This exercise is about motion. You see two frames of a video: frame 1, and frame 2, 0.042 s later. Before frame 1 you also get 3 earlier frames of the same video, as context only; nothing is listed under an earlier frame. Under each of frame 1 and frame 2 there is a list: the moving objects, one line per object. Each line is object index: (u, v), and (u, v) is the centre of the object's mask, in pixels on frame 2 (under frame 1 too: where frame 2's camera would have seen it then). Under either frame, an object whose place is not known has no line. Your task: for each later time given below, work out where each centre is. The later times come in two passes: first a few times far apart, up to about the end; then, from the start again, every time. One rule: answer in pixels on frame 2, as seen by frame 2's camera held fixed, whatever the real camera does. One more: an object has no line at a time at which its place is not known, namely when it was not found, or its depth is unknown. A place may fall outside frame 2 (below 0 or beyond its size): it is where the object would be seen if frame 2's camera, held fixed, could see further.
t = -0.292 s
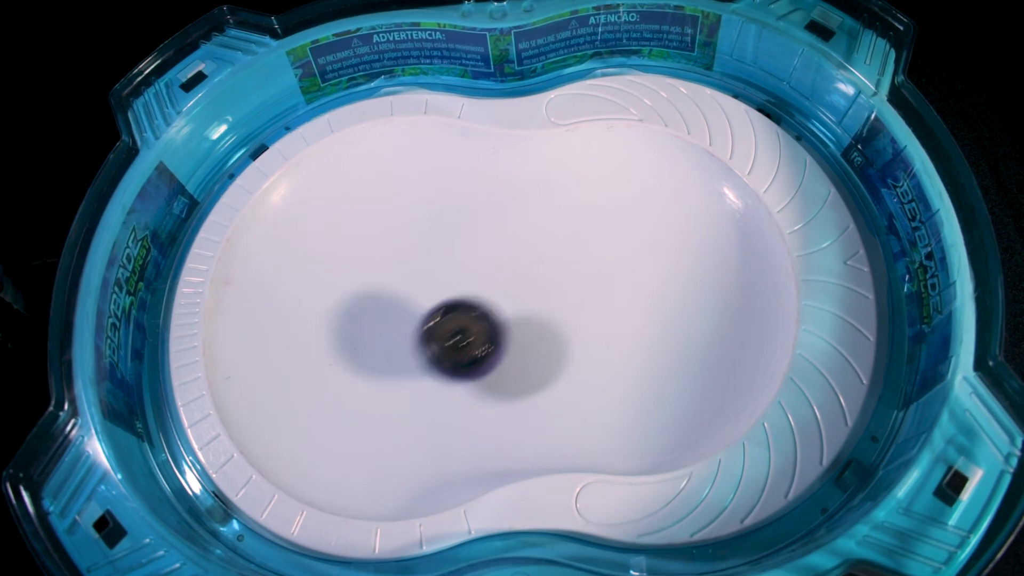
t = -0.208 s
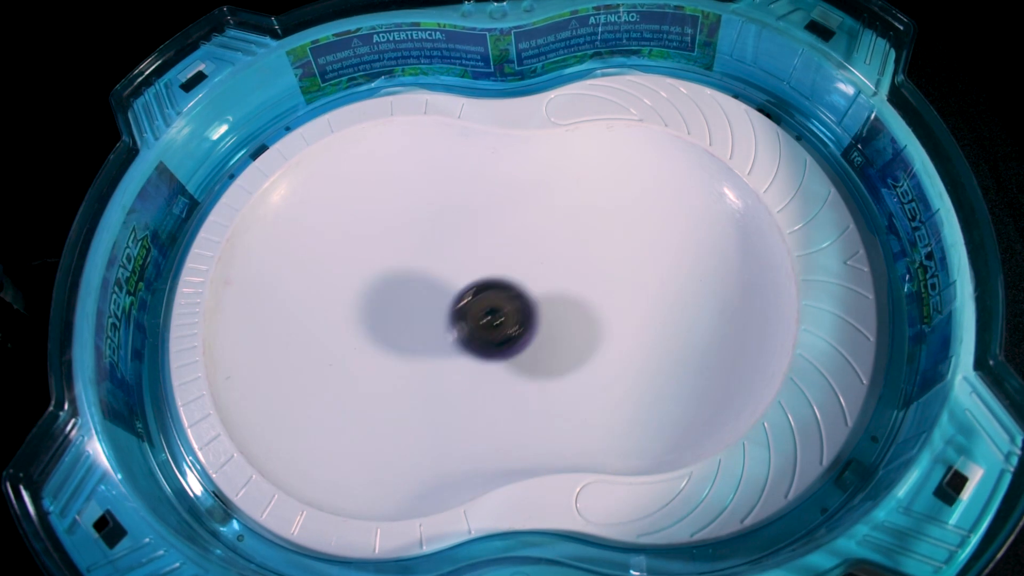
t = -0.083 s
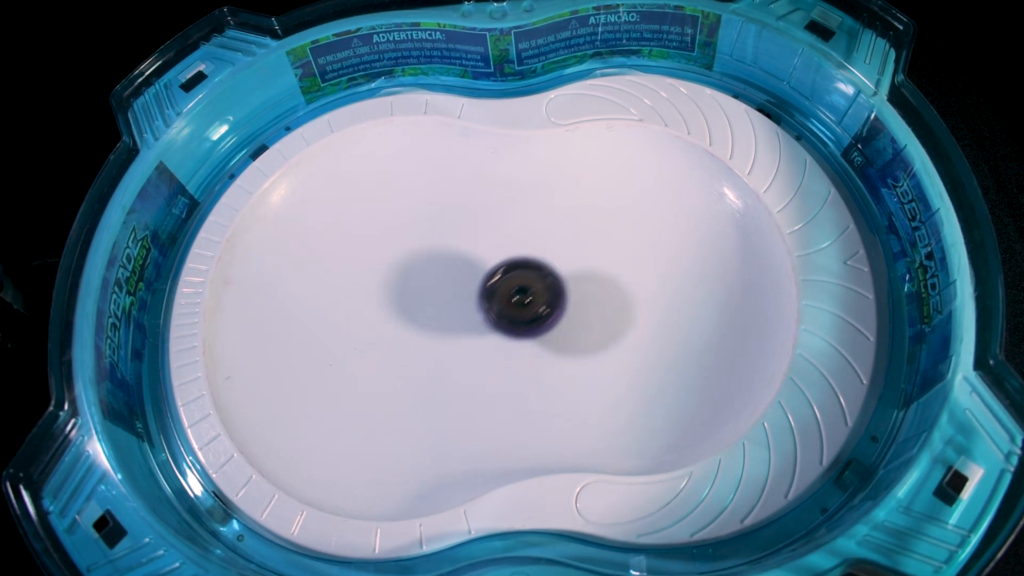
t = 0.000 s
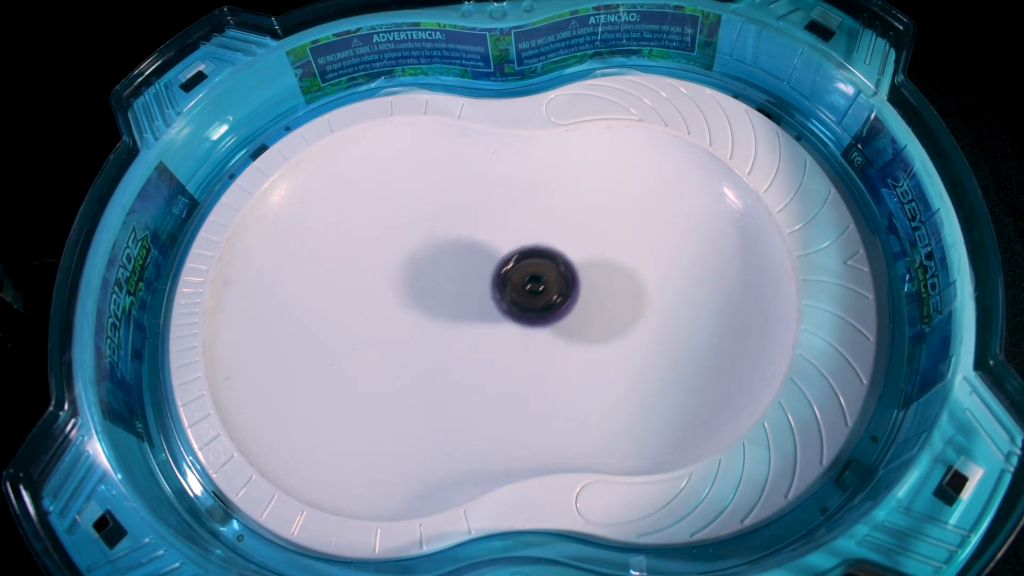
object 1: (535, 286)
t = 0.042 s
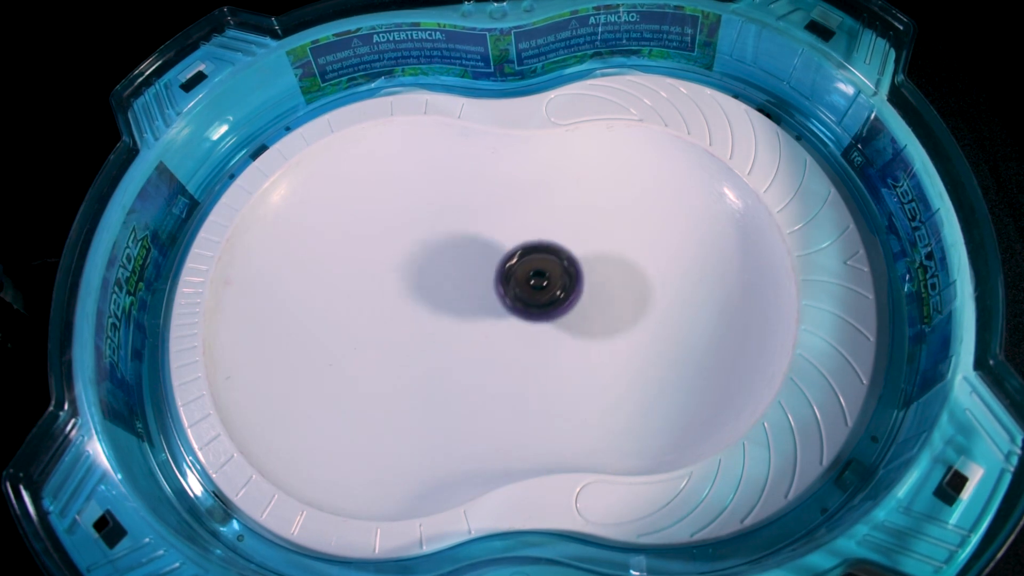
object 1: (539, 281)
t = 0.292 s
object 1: (550, 263)
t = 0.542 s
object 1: (543, 260)
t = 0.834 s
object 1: (528, 272)
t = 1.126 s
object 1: (515, 286)
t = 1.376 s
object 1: (505, 294)
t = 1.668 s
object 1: (488, 298)
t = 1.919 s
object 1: (454, 282)
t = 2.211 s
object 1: (384, 268)
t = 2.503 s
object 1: (352, 305)
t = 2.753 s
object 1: (372, 322)
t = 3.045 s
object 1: (402, 302)
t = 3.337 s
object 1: (403, 268)
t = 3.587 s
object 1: (393, 261)
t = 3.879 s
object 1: (391, 278)
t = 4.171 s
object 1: (403, 292)
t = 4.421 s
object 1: (412, 291)
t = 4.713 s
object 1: (401, 293)
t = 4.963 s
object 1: (394, 302)
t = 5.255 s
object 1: (391, 309)
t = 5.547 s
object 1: (394, 303)
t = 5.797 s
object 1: (394, 290)
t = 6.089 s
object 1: (386, 284)
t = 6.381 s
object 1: (393, 286)
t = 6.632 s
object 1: (398, 282)
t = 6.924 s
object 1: (396, 285)
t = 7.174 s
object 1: (399, 294)
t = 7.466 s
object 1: (403, 293)
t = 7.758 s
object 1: (395, 294)
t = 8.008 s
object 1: (392, 299)
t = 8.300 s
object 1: (395, 294)
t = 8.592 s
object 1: (391, 285)
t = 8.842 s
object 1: (390, 288)
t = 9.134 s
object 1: (398, 287)
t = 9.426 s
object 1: (397, 286)
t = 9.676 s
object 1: (397, 292)
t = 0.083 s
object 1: (542, 276)
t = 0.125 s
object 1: (545, 273)
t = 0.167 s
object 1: (547, 269)
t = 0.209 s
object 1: (548, 267)
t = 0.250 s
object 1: (549, 265)
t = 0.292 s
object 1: (550, 263)
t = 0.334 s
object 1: (550, 261)
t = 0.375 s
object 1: (549, 260)
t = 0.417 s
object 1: (548, 259)
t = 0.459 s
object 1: (547, 259)
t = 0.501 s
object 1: (546, 260)
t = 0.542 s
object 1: (543, 260)
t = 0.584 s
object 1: (541, 261)
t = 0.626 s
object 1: (539, 262)
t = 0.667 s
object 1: (536, 264)
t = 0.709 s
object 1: (534, 266)
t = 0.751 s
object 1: (532, 268)
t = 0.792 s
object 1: (530, 270)
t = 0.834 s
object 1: (528, 272)
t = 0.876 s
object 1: (527, 274)
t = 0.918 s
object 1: (525, 276)
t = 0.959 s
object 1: (523, 277)
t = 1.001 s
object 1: (521, 279)
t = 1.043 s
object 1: (519, 282)
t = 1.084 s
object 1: (517, 284)
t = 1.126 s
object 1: (515, 286)
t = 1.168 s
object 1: (514, 288)
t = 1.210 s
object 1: (512, 289)
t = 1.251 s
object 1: (510, 291)
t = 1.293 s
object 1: (509, 292)
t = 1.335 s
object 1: (507, 293)
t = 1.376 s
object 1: (505, 294)
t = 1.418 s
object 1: (503, 296)
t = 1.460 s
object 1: (501, 296)
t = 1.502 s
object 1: (499, 298)
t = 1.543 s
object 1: (497, 299)
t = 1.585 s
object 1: (495, 300)
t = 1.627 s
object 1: (492, 300)
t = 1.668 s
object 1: (488, 298)
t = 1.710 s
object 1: (484, 295)
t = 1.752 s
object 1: (479, 293)
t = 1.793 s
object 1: (474, 290)
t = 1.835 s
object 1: (468, 288)
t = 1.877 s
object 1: (461, 285)
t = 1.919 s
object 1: (454, 282)
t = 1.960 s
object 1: (446, 280)
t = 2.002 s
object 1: (436, 276)
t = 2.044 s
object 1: (426, 273)
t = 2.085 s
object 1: (415, 270)
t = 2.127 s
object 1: (404, 268)
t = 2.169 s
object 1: (394, 267)
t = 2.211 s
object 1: (384, 268)
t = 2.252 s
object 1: (375, 271)
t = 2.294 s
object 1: (368, 275)
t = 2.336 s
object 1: (361, 281)
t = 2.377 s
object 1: (356, 286)
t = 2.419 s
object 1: (353, 293)
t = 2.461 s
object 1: (352, 299)
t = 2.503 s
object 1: (352, 305)
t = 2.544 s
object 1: (353, 311)
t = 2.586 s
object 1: (356, 315)
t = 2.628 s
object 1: (359, 318)
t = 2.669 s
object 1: (363, 321)
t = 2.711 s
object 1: (368, 322)
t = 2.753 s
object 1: (372, 322)
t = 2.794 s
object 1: (377, 322)
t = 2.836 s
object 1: (382, 321)
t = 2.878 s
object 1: (387, 319)
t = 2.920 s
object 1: (391, 316)
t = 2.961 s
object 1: (395, 312)
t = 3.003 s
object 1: (398, 307)
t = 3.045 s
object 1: (402, 302)
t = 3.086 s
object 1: (405, 297)
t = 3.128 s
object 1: (407, 291)
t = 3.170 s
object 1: (408, 285)
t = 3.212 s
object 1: (408, 280)
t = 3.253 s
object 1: (407, 276)
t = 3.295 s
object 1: (405, 272)
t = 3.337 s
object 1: (403, 268)
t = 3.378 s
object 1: (402, 265)
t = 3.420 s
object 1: (400, 263)
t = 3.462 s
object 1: (398, 262)
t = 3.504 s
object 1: (396, 261)
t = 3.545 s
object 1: (394, 260)
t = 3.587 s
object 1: (393, 261)
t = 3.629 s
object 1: (392, 262)
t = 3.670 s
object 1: (391, 264)
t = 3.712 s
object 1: (390, 266)
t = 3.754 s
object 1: (390, 269)
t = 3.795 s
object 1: (390, 272)
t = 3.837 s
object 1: (390, 275)
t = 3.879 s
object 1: (391, 278)
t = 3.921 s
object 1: (392, 281)
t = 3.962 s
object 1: (393, 284)
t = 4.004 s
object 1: (395, 286)
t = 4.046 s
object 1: (397, 289)
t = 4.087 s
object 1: (399, 290)
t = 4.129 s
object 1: (401, 291)
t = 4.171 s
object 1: (403, 292)
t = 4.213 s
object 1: (405, 293)
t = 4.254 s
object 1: (407, 293)
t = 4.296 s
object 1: (409, 293)
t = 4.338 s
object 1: (411, 292)
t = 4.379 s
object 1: (412, 291)
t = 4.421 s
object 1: (412, 291)
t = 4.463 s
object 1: (412, 290)
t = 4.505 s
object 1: (410, 290)
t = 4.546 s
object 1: (408, 290)
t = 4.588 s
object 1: (406, 290)
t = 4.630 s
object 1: (404, 291)
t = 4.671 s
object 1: (402, 292)
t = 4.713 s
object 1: (401, 293)
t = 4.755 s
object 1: (399, 295)
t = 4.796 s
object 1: (398, 296)
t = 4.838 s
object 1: (397, 298)
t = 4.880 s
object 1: (396, 299)
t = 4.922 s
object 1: (395, 301)
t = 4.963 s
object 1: (394, 302)
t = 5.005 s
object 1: (394, 304)
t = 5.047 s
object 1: (393, 305)
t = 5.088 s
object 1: (393, 306)
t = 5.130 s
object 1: (392, 307)
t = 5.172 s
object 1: (392, 308)
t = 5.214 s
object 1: (392, 309)
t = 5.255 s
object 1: (391, 309)
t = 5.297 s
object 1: (391, 309)
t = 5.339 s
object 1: (391, 309)
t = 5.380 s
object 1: (392, 309)
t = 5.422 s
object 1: (392, 308)
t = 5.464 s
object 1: (393, 306)
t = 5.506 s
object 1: (393, 305)
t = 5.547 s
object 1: (394, 303)
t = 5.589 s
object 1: (394, 301)
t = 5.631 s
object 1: (394, 299)
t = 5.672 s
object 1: (394, 296)
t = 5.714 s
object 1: (394, 294)
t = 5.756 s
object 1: (394, 292)
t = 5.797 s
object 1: (394, 290)
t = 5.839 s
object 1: (393, 288)
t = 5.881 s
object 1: (392, 286)
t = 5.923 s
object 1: (391, 285)
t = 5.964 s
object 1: (389, 284)
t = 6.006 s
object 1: (388, 284)
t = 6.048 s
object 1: (387, 284)
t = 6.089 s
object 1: (386, 284)
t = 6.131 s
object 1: (386, 285)
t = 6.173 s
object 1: (387, 285)
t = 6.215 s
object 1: (388, 286)
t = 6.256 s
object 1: (389, 287)
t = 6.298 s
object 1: (390, 287)
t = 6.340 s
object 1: (392, 287)
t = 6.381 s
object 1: (393, 286)
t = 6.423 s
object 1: (395, 286)
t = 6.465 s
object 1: (396, 285)
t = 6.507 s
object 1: (397, 284)
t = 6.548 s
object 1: (397, 283)
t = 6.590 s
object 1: (398, 282)
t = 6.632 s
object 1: (398, 282)
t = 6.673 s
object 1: (398, 281)
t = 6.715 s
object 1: (398, 281)
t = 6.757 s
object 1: (397, 281)
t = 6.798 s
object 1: (397, 282)
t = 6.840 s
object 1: (397, 282)
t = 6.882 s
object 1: (396, 284)
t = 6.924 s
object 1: (396, 285)
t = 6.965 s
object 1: (396, 286)
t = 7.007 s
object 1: (396, 288)
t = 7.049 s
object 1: (397, 290)
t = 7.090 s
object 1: (397, 291)
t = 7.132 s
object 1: (398, 293)
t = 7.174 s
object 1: (399, 294)
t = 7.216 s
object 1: (401, 294)
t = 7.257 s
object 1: (402, 295)
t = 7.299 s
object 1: (402, 295)
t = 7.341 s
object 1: (403, 295)
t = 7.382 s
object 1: (403, 294)
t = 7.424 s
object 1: (403, 294)
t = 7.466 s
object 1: (403, 293)
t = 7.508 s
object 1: (402, 293)
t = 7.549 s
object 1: (401, 292)
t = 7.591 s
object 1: (400, 292)
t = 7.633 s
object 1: (398, 292)
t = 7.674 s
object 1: (397, 293)
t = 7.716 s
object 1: (396, 293)
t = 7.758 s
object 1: (395, 294)
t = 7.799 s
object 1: (394, 295)
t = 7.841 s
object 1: (393, 296)
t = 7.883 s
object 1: (393, 297)
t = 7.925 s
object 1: (392, 298)
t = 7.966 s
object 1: (392, 298)
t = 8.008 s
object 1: (392, 299)
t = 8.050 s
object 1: (393, 299)
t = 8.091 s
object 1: (393, 299)
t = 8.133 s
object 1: (393, 299)
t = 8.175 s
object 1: (394, 298)
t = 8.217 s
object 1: (395, 297)
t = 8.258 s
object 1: (395, 296)
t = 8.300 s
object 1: (395, 294)
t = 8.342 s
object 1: (396, 292)
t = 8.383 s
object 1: (396, 291)
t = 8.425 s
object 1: (395, 289)
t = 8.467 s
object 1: (394, 288)
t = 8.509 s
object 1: (393, 286)
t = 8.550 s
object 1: (392, 286)
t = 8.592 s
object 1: (391, 285)
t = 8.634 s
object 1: (390, 285)
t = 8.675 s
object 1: (389, 286)
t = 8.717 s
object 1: (389, 286)
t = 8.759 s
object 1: (389, 287)
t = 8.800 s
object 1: (390, 287)
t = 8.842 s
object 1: (390, 288)
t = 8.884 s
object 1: (392, 289)
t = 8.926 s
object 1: (393, 289)
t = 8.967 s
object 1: (394, 289)
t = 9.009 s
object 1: (395, 288)
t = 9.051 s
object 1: (396, 288)
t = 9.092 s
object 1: (397, 287)
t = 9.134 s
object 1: (398, 287)
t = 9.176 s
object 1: (398, 286)
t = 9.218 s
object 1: (398, 286)
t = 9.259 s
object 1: (398, 285)
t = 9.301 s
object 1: (398, 285)
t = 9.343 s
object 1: (398, 285)
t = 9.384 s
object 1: (398, 285)
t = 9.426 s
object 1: (397, 286)
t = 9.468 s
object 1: (397, 287)
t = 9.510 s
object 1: (397, 288)
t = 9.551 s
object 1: (397, 289)
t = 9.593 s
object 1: (397, 290)
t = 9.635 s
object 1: (397, 291)
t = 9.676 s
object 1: (397, 292)
